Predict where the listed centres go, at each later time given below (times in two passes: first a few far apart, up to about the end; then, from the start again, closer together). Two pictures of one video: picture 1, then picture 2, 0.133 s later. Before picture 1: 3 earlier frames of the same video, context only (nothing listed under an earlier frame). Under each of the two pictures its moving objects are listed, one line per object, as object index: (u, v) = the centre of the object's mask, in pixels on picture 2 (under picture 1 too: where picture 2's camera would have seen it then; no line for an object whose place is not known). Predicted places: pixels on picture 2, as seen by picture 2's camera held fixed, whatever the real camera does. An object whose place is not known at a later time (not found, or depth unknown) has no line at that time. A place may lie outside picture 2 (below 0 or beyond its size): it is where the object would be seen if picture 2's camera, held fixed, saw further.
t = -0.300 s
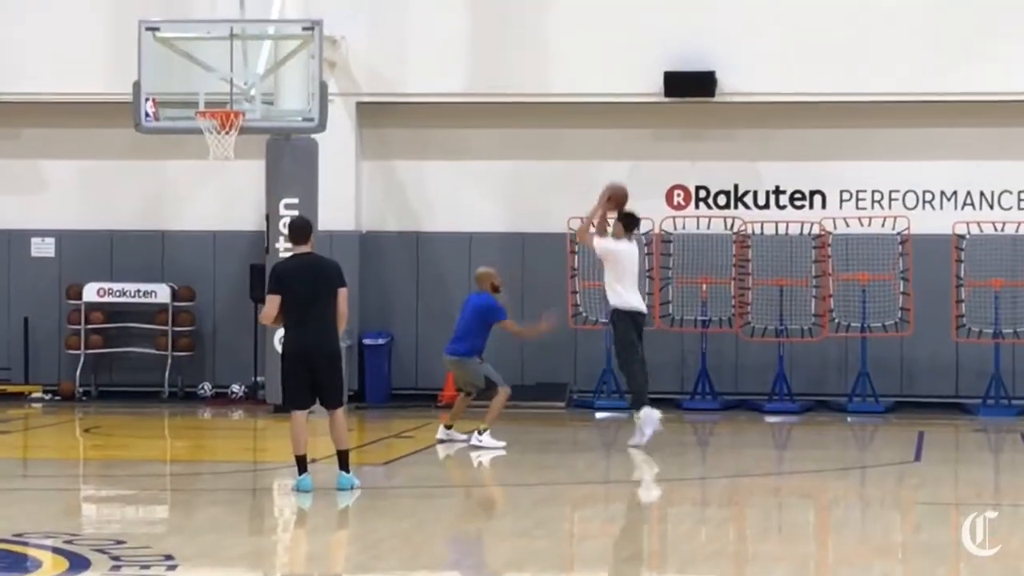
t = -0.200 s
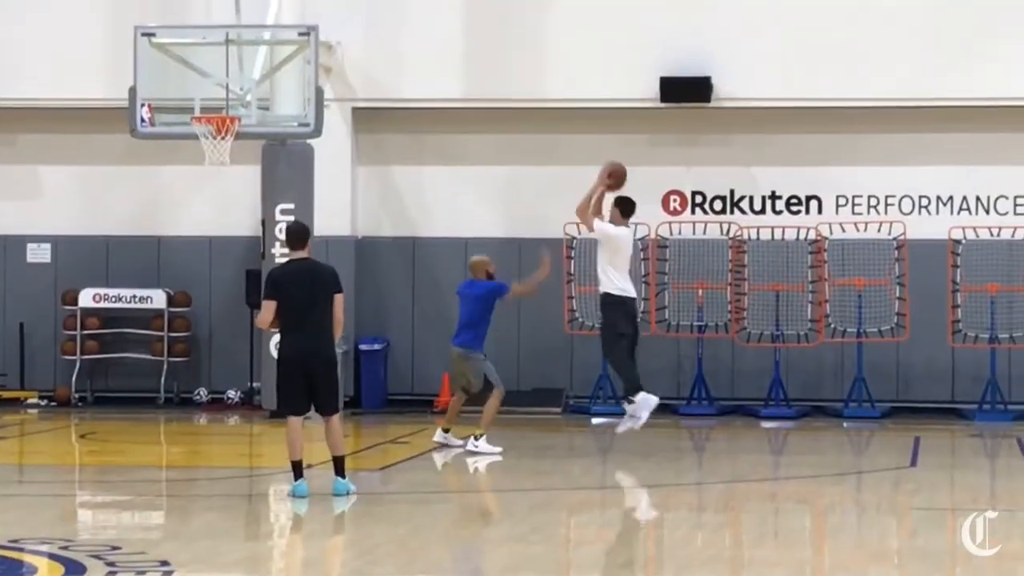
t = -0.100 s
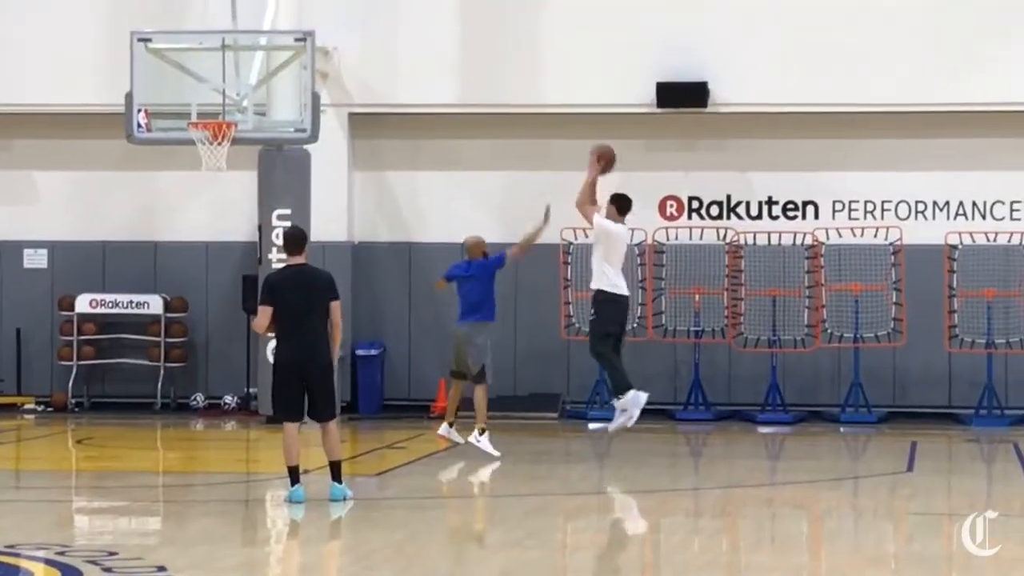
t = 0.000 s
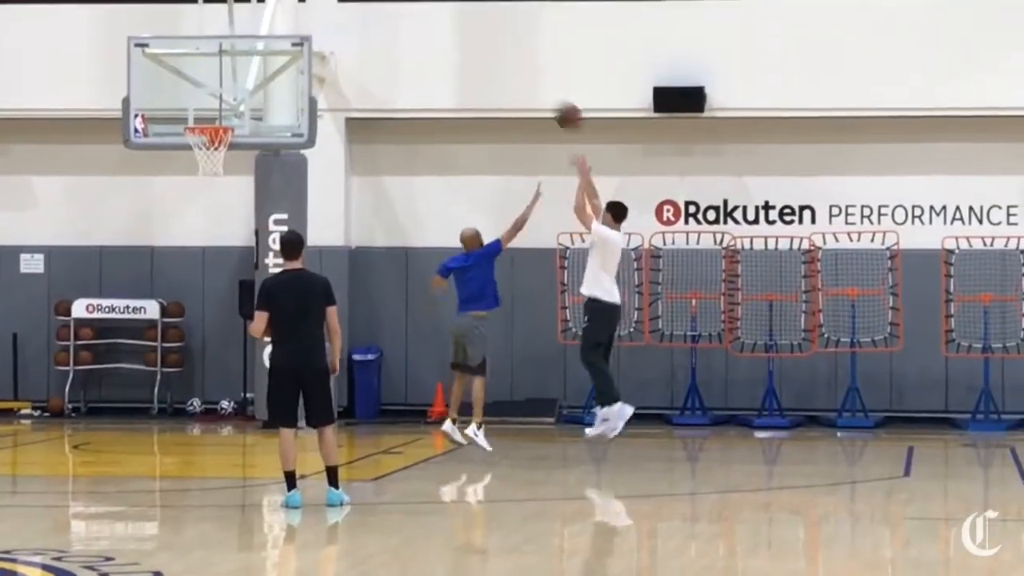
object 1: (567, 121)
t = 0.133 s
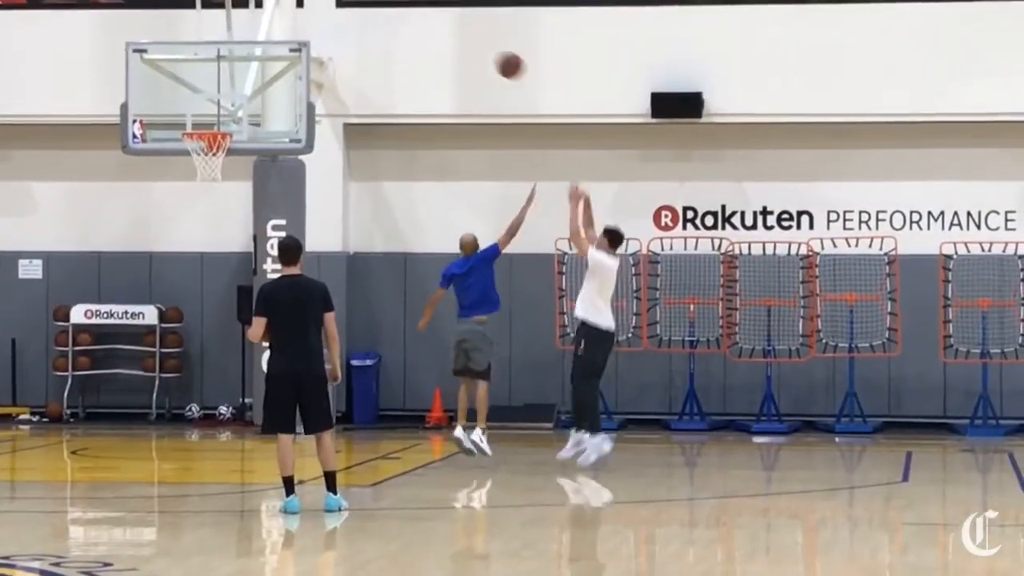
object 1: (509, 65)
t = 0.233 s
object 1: (469, 37)
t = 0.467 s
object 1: (377, 11)
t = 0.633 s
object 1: (315, 28)
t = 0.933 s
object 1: (206, 123)
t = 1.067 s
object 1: (205, 185)
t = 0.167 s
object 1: (495, 54)
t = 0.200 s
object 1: (482, 44)
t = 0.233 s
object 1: (469, 37)
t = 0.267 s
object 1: (455, 29)
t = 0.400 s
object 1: (402, 13)
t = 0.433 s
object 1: (390, 11)
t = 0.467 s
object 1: (377, 11)
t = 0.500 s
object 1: (364, 12)
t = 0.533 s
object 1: (352, 15)
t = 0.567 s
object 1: (340, 18)
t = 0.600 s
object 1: (327, 22)
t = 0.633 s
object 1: (315, 28)
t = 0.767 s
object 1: (266, 60)
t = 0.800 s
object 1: (255, 72)
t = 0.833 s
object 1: (241, 84)
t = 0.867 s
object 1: (230, 96)
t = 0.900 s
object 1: (218, 110)
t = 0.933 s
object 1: (206, 123)
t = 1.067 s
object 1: (205, 185)
